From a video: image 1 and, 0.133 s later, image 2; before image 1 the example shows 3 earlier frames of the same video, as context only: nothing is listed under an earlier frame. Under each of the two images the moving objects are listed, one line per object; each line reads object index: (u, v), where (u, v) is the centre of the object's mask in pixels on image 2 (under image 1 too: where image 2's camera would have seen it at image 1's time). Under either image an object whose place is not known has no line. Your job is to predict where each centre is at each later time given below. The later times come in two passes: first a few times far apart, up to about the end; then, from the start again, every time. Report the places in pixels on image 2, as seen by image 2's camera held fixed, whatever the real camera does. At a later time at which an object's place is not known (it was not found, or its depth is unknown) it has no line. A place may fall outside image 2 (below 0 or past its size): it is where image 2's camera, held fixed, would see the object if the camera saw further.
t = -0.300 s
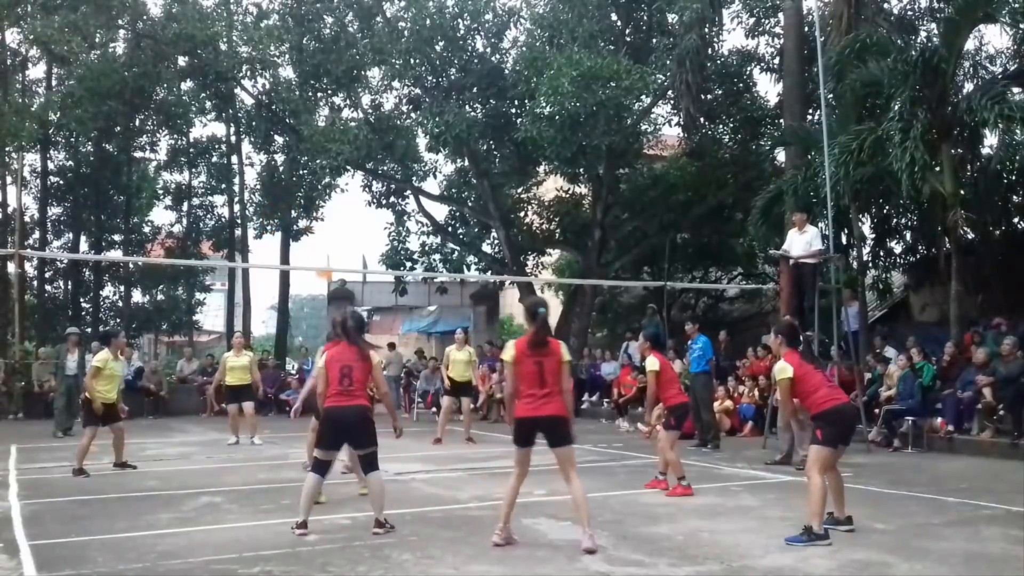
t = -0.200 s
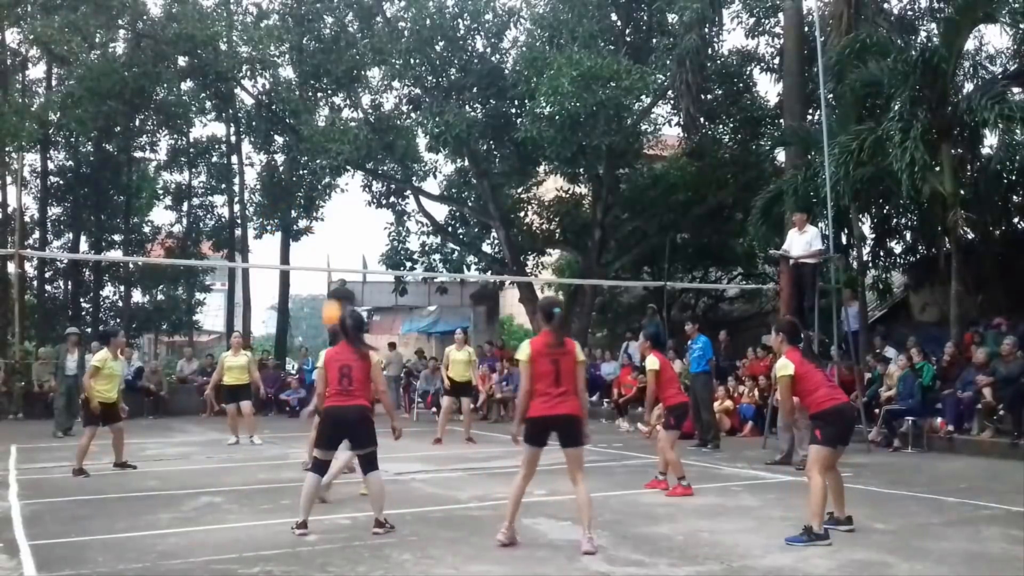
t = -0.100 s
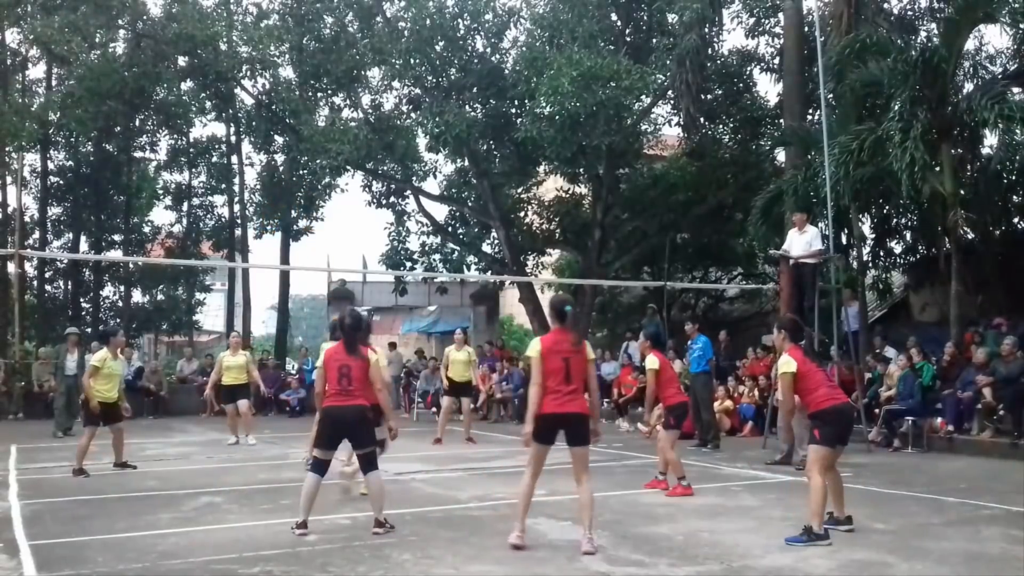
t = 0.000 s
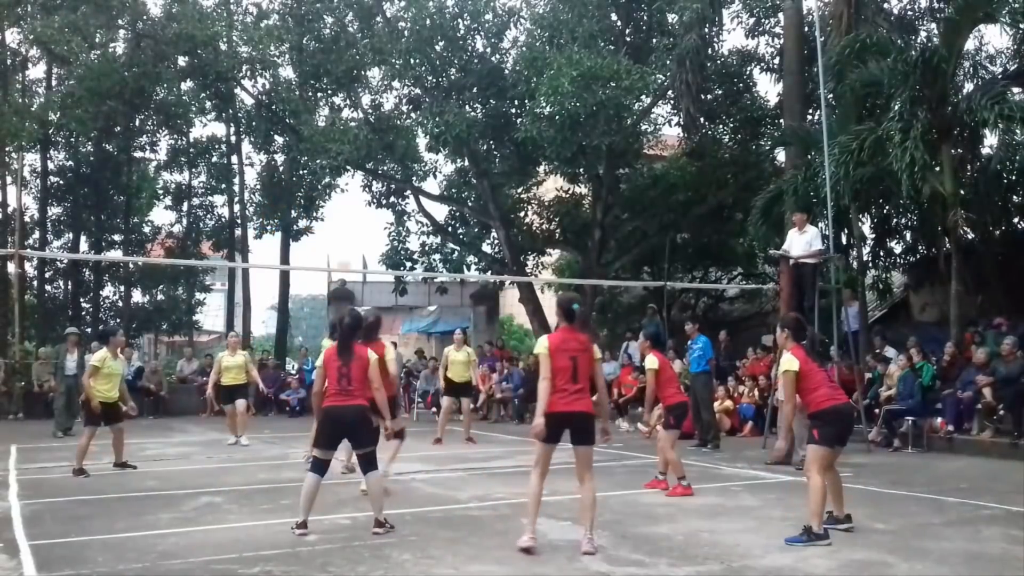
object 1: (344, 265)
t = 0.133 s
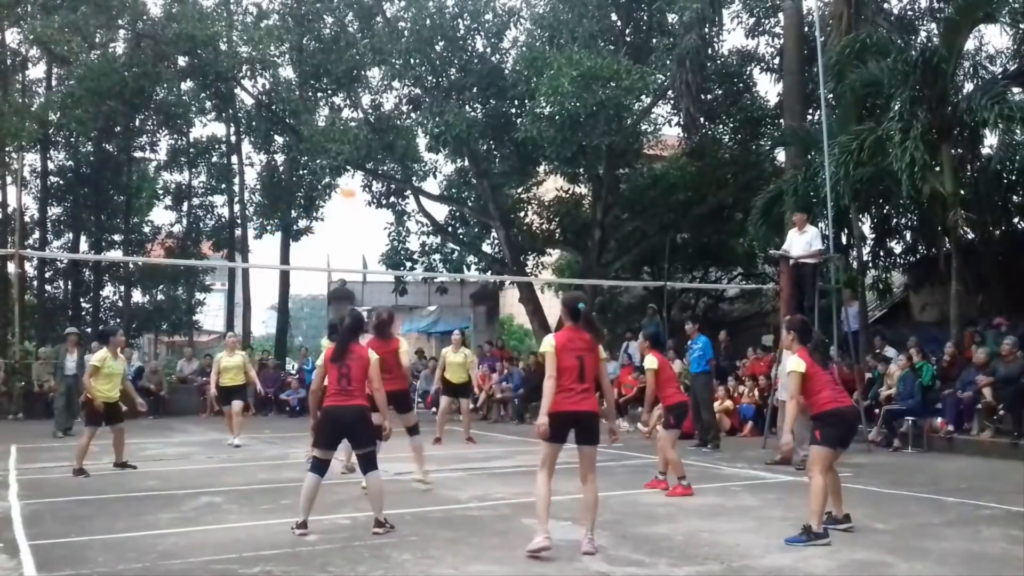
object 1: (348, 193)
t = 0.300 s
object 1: (353, 131)
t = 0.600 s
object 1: (363, 79)
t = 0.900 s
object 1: (375, 101)
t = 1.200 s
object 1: (385, 189)
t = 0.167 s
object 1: (349, 173)
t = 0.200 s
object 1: (350, 162)
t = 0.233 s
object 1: (351, 152)
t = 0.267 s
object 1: (352, 141)
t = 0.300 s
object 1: (353, 131)
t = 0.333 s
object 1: (354, 120)
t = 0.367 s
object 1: (356, 111)
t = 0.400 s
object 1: (356, 103)
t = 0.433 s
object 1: (358, 97)
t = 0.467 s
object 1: (359, 91)
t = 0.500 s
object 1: (360, 87)
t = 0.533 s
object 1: (361, 84)
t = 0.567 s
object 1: (362, 81)
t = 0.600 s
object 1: (363, 79)
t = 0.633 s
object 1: (365, 78)
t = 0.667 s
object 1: (365, 78)
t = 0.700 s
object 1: (366, 79)
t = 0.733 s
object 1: (368, 80)
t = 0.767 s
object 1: (370, 83)
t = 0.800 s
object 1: (371, 85)
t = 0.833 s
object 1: (372, 90)
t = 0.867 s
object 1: (373, 94)
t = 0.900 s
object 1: (375, 101)
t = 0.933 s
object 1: (376, 109)
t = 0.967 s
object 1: (377, 116)
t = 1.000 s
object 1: (378, 124)
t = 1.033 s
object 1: (379, 134)
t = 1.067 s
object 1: (380, 144)
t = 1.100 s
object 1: (381, 154)
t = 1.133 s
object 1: (383, 166)
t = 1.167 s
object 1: (384, 176)
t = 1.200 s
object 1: (385, 189)
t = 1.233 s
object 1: (386, 202)
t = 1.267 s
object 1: (387, 217)
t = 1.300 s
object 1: (390, 233)
